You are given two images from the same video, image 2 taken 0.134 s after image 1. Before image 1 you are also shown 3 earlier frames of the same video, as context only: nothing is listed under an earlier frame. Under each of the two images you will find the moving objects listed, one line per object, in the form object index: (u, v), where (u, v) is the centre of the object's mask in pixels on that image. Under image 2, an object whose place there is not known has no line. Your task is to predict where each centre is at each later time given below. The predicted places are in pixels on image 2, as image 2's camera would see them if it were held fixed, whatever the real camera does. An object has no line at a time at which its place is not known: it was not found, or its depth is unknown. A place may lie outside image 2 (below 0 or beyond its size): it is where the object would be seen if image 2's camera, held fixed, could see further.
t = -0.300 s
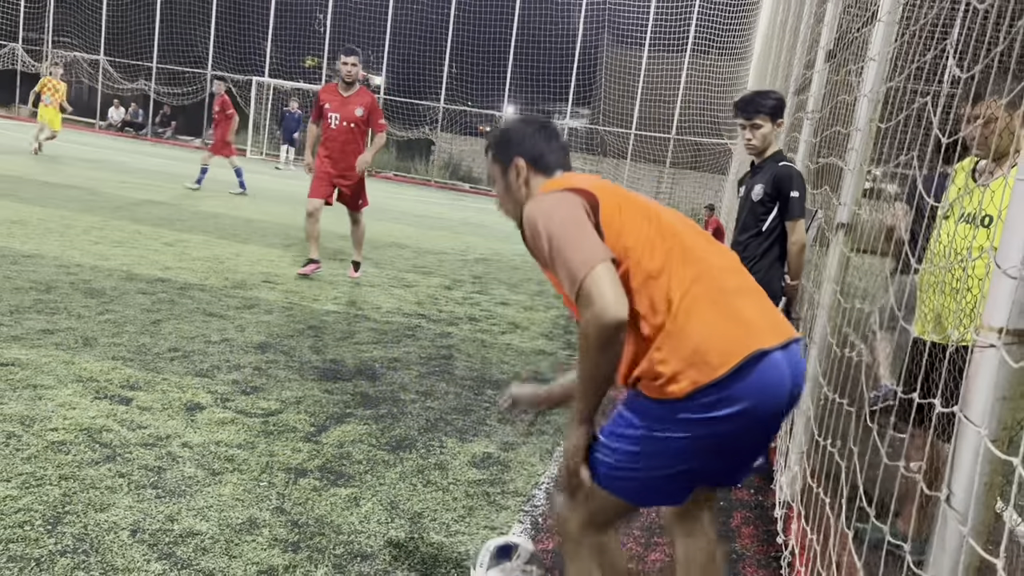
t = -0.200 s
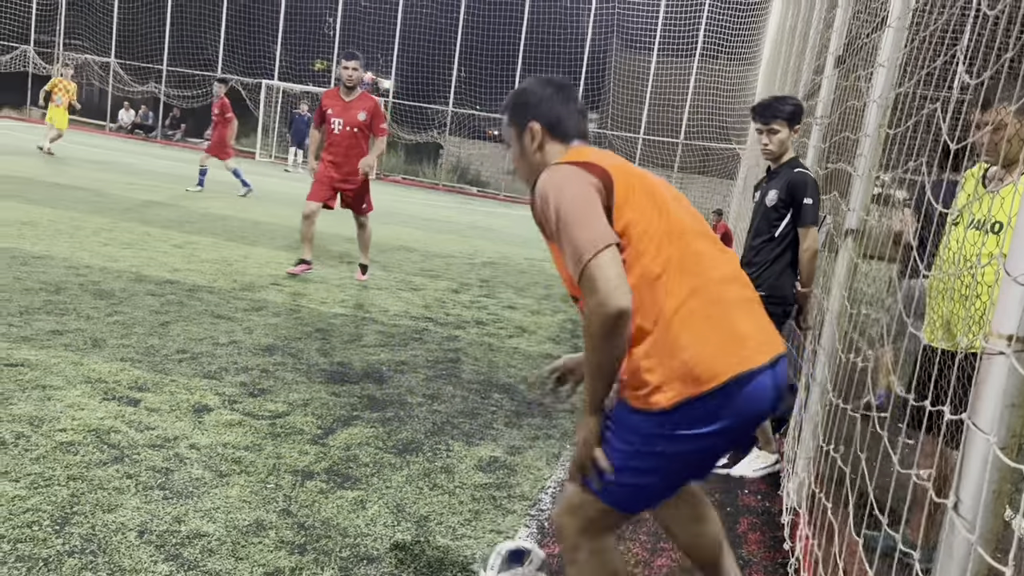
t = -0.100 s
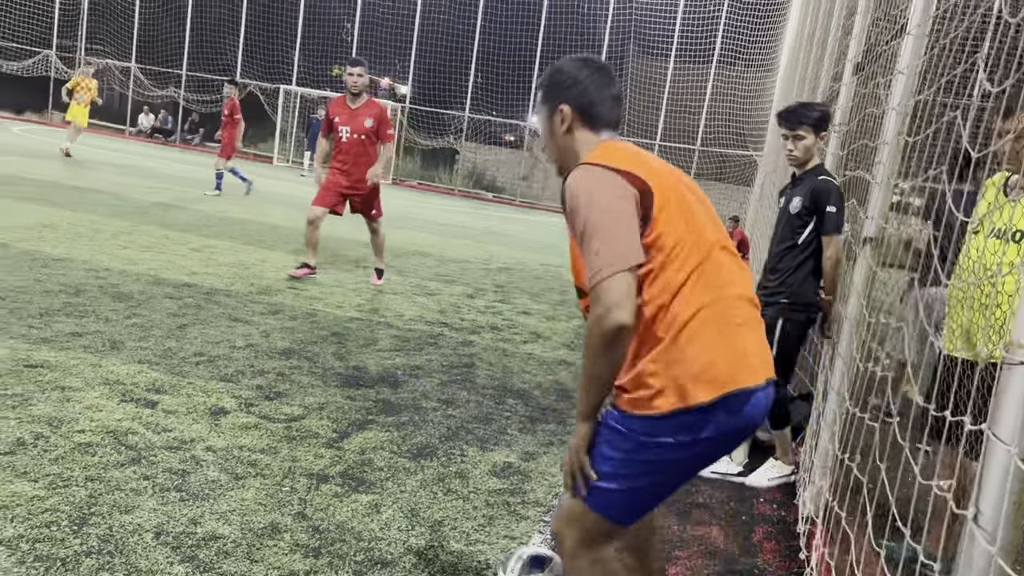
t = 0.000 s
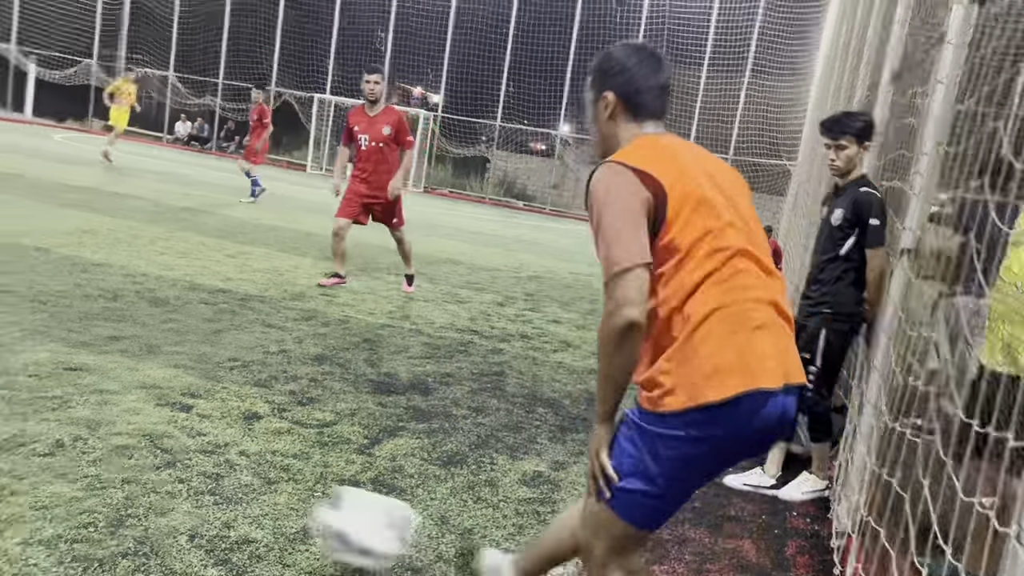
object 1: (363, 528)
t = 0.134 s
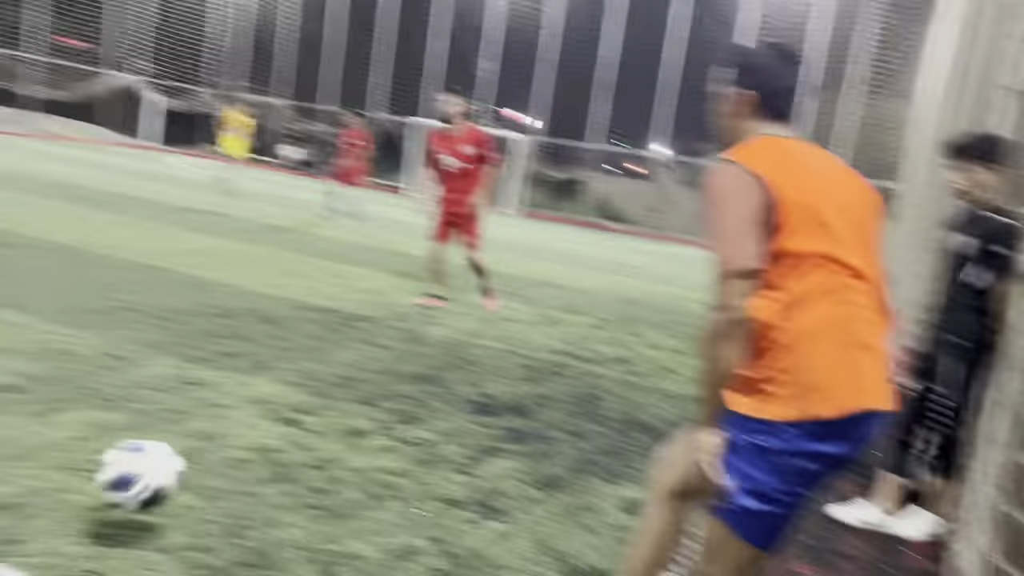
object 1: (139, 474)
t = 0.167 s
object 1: (61, 466)
